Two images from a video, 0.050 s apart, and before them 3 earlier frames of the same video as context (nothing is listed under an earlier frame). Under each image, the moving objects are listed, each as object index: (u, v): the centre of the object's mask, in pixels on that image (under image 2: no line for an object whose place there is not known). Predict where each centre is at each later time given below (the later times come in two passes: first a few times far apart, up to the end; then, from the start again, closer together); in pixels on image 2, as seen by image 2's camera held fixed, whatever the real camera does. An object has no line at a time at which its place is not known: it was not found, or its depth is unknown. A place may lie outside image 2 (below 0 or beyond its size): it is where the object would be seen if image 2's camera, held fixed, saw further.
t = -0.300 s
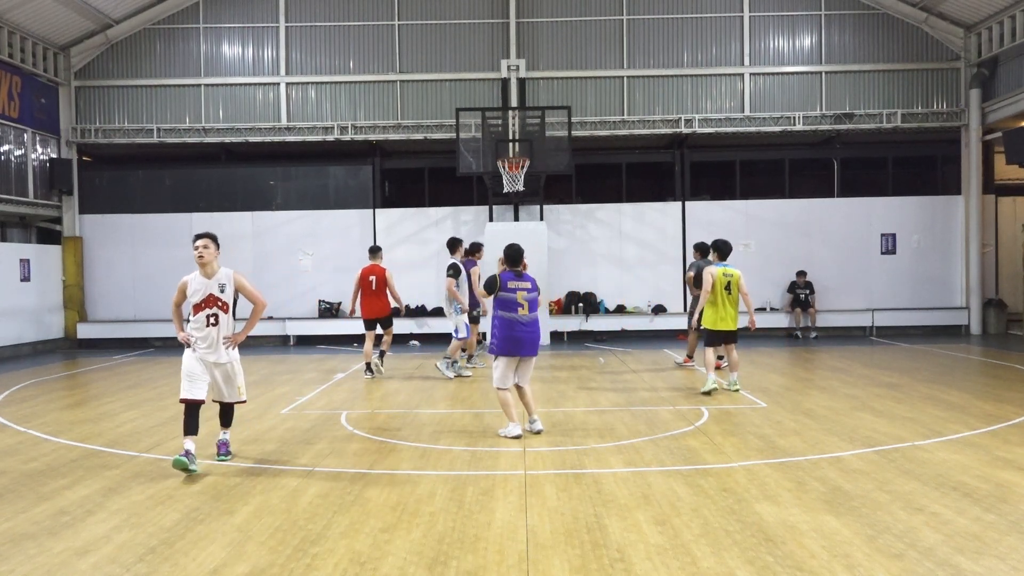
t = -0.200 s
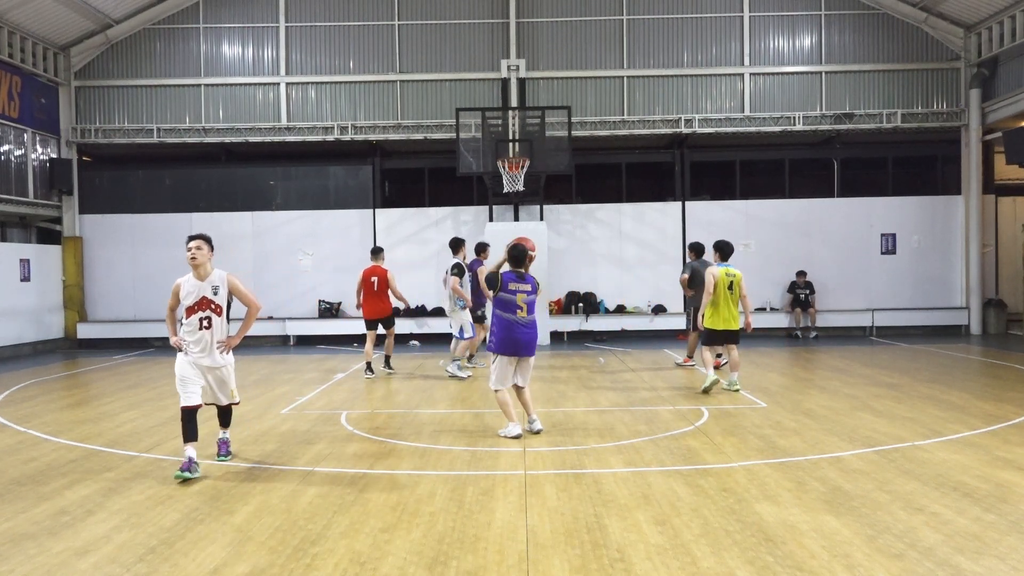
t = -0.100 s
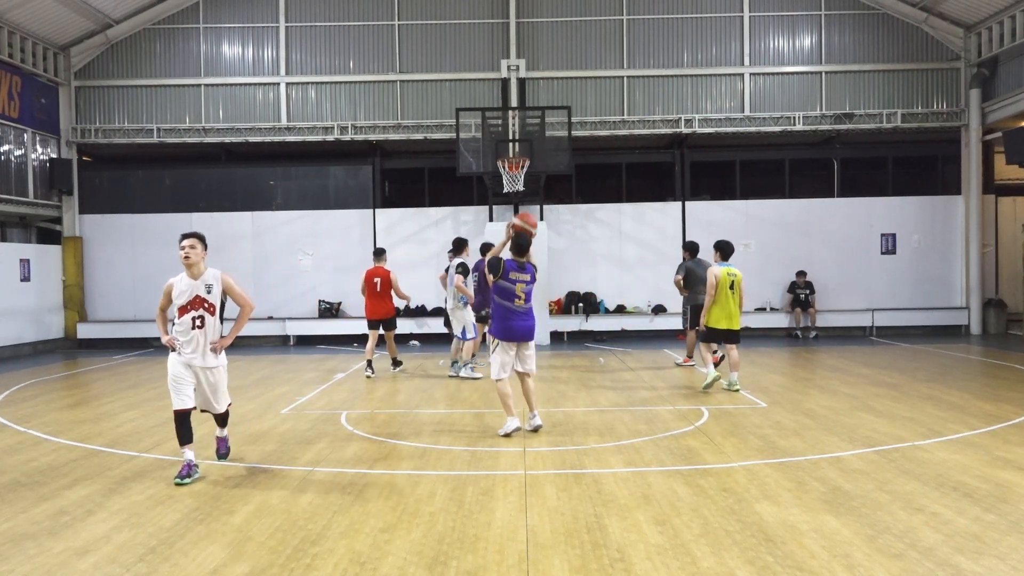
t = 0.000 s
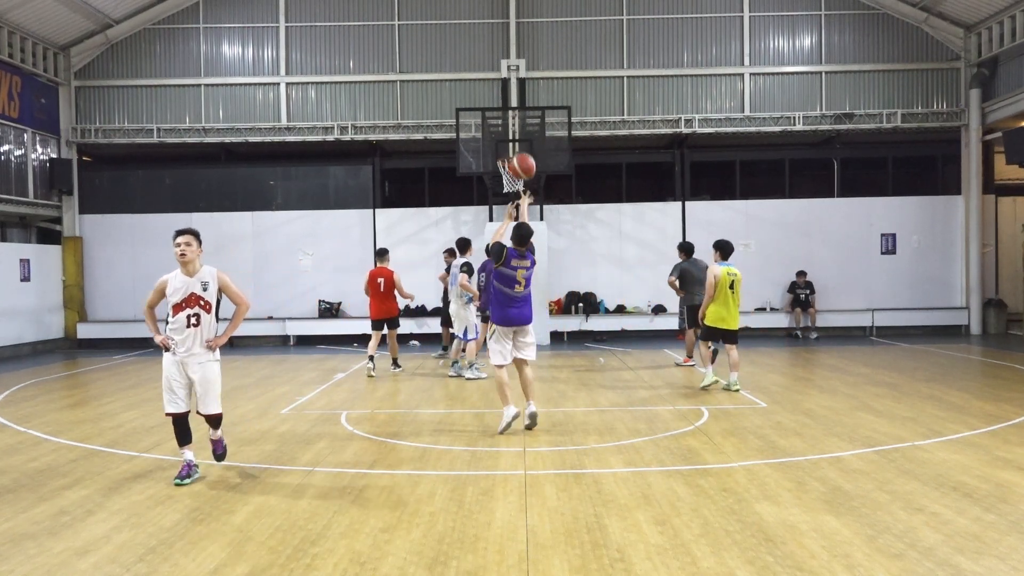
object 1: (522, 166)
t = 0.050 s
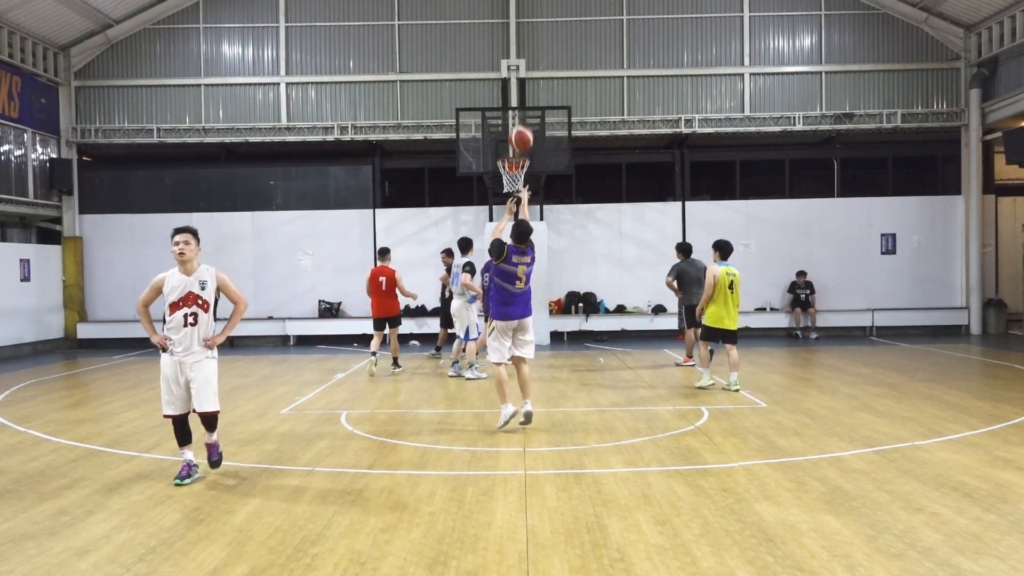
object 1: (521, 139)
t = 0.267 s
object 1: (515, 59)
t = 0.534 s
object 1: (510, 35)
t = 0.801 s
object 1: (507, 66)
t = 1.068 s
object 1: (503, 137)
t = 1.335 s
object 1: (553, 131)
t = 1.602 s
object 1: (618, 139)
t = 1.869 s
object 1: (682, 193)
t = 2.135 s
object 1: (745, 295)
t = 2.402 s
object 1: (797, 298)
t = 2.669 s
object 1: (842, 234)
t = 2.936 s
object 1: (888, 218)
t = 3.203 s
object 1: (932, 247)
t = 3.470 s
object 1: (975, 322)
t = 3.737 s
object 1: (1015, 295)
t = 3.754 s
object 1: (1017, 291)
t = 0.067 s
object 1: (521, 130)
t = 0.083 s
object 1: (520, 122)
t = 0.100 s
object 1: (520, 115)
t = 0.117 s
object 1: (519, 108)
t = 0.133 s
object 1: (518, 101)
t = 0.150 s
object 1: (518, 94)
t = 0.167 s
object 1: (517, 89)
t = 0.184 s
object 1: (517, 82)
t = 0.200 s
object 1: (516, 77)
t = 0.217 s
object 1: (516, 72)
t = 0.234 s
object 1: (516, 68)
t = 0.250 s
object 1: (515, 62)
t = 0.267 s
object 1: (515, 59)
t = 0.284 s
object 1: (515, 55)
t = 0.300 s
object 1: (514, 52)
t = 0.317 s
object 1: (514, 49)
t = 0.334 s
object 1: (514, 47)
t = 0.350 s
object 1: (513, 44)
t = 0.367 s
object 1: (513, 42)
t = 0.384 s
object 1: (513, 41)
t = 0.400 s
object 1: (512, 39)
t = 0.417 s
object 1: (512, 37)
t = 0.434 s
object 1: (512, 36)
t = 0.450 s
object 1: (511, 36)
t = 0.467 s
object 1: (511, 35)
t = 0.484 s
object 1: (511, 35)
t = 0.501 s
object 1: (511, 34)
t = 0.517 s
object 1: (510, 35)
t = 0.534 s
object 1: (510, 35)
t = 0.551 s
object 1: (510, 36)
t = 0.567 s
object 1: (509, 36)
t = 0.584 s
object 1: (509, 37)
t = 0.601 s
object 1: (509, 38)
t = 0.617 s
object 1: (509, 40)
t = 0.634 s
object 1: (508, 41)
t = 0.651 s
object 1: (509, 43)
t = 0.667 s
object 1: (509, 45)
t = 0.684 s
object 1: (508, 47)
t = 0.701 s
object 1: (508, 49)
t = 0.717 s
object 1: (508, 52)
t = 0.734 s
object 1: (508, 54)
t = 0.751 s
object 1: (507, 56)
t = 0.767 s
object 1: (507, 60)
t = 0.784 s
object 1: (507, 62)
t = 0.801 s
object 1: (507, 66)
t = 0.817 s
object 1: (506, 68)
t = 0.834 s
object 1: (507, 72)
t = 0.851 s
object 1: (506, 76)
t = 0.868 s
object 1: (506, 80)
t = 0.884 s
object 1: (506, 84)
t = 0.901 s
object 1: (506, 87)
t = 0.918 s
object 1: (505, 93)
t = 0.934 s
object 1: (505, 96)
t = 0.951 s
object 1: (505, 101)
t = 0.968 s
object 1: (505, 107)
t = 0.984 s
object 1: (505, 111)
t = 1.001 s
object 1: (505, 115)
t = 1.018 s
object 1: (505, 120)
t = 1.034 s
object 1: (504, 126)
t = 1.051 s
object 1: (504, 131)
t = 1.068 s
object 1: (503, 137)
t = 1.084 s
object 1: (504, 142)
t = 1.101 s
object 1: (504, 147)
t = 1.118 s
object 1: (504, 152)
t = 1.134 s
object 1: (504, 153)
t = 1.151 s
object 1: (510, 152)
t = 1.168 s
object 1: (513, 149)
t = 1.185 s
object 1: (517, 147)
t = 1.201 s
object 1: (521, 146)
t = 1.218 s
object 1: (526, 142)
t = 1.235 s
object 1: (529, 140)
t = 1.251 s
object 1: (533, 138)
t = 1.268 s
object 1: (537, 136)
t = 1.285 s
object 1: (541, 135)
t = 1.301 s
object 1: (545, 134)
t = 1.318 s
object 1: (549, 132)
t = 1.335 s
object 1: (553, 131)
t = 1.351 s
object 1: (558, 130)
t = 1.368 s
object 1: (561, 129)
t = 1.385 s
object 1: (565, 129)
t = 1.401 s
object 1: (569, 129)
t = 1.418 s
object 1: (574, 129)
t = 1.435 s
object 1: (577, 129)
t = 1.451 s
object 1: (581, 129)
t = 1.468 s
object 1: (585, 129)
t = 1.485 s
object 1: (589, 129)
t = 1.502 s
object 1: (593, 130)
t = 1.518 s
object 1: (597, 131)
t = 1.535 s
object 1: (601, 133)
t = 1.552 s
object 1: (605, 133)
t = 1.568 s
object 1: (609, 135)
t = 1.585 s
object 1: (613, 137)
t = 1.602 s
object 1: (618, 139)
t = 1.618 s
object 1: (622, 141)
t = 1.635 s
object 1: (626, 143)
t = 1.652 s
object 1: (630, 145)
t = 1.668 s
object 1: (634, 148)
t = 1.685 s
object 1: (638, 151)
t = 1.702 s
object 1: (642, 154)
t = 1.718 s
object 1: (646, 157)
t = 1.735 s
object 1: (650, 160)
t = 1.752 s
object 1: (654, 164)
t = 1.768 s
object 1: (658, 168)
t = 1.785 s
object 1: (662, 172)
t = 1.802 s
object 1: (666, 176)
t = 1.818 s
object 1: (670, 180)
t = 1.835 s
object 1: (674, 184)
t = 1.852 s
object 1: (678, 188)
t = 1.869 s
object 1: (682, 193)
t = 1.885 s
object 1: (686, 197)
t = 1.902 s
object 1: (690, 203)
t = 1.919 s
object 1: (694, 208)
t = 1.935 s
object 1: (698, 214)
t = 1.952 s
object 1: (701, 220)
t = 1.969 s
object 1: (705, 226)
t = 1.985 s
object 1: (710, 232)
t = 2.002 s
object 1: (713, 238)
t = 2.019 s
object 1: (717, 244)
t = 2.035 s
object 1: (721, 251)
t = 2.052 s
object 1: (725, 258)
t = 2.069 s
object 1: (729, 265)
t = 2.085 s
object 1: (733, 272)
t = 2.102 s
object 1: (737, 279)
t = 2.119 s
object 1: (741, 286)
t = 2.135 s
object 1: (745, 295)
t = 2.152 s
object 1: (748, 302)
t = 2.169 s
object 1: (752, 310)
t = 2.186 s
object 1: (756, 318)
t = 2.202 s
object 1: (759, 326)
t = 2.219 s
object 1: (764, 334)
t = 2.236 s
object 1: (768, 343)
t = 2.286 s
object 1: (777, 340)
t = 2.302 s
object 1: (780, 333)
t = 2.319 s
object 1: (783, 328)
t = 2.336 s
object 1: (785, 322)
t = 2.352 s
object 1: (787, 315)
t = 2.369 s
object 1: (791, 309)
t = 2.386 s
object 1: (794, 303)
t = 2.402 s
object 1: (797, 298)
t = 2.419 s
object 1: (800, 292)
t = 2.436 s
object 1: (803, 287)
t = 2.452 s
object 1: (805, 282)
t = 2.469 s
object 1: (808, 278)
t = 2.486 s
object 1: (812, 273)
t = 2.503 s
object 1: (814, 269)
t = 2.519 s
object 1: (817, 264)
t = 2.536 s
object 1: (820, 260)
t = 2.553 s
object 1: (822, 256)
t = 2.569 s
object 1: (825, 253)
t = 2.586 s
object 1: (828, 249)
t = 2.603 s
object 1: (831, 246)
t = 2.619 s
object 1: (834, 243)
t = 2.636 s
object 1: (837, 240)
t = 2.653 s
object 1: (840, 237)
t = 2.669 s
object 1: (842, 234)
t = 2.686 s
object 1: (845, 232)
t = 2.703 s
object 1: (848, 230)
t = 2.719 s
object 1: (851, 228)
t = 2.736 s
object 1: (854, 226)
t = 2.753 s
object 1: (857, 224)
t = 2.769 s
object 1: (860, 222)
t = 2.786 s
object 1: (862, 221)
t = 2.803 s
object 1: (865, 220)
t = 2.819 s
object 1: (868, 219)
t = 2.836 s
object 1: (871, 218)
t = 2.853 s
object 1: (873, 218)
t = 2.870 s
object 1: (876, 218)
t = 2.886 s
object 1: (879, 217)
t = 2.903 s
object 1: (882, 217)
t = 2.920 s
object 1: (885, 217)
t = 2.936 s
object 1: (888, 218)
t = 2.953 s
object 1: (890, 218)
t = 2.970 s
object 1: (893, 219)
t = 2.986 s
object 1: (896, 220)
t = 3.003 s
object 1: (899, 221)
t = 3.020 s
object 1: (902, 222)
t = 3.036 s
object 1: (905, 223)
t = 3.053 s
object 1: (907, 225)
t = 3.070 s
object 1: (910, 227)
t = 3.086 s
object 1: (913, 229)
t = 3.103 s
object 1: (916, 231)
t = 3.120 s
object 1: (918, 233)
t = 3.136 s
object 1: (921, 235)
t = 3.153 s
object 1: (924, 238)
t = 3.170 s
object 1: (926, 241)
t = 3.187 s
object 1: (929, 244)
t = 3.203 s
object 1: (932, 247)
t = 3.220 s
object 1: (935, 250)
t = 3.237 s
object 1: (938, 254)
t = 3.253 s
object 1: (941, 258)
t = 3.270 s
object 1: (944, 262)
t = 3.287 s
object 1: (946, 266)
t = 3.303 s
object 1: (949, 270)
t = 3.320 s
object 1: (951, 275)
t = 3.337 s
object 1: (954, 279)
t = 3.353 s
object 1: (957, 284)
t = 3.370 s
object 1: (960, 289)
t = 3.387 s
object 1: (963, 294)
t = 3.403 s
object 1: (966, 299)
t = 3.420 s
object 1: (968, 305)
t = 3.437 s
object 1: (971, 310)
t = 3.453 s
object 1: (973, 316)
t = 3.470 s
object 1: (975, 322)
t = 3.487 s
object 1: (978, 327)
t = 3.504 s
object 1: (981, 333)
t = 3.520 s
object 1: (984, 341)
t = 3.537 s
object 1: (986, 347)
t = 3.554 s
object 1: (988, 342)
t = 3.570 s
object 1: (991, 337)
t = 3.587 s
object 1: (994, 331)
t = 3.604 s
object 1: (997, 326)
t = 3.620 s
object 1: (1000, 323)
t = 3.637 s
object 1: (1002, 319)
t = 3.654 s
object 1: (1003, 313)
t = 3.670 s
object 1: (1007, 310)
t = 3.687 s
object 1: (1008, 305)
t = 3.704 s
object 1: (1011, 302)
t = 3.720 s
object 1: (1014, 298)
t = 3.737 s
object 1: (1015, 295)
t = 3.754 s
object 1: (1017, 291)
